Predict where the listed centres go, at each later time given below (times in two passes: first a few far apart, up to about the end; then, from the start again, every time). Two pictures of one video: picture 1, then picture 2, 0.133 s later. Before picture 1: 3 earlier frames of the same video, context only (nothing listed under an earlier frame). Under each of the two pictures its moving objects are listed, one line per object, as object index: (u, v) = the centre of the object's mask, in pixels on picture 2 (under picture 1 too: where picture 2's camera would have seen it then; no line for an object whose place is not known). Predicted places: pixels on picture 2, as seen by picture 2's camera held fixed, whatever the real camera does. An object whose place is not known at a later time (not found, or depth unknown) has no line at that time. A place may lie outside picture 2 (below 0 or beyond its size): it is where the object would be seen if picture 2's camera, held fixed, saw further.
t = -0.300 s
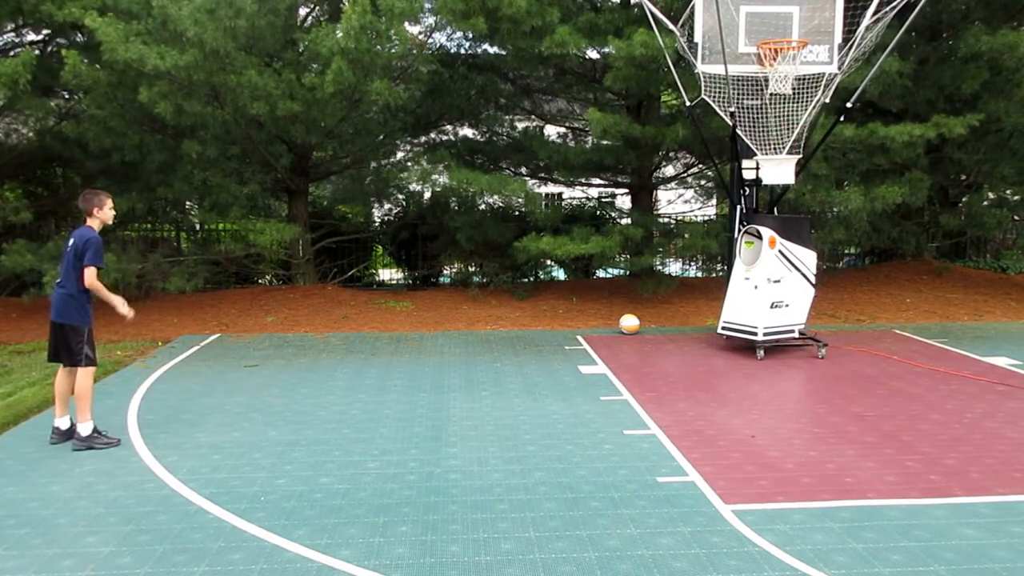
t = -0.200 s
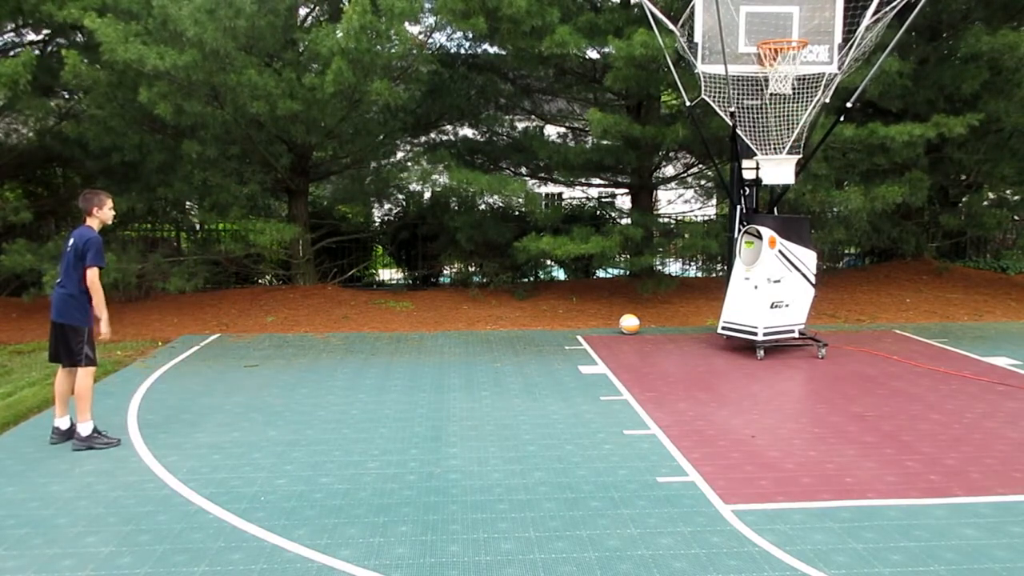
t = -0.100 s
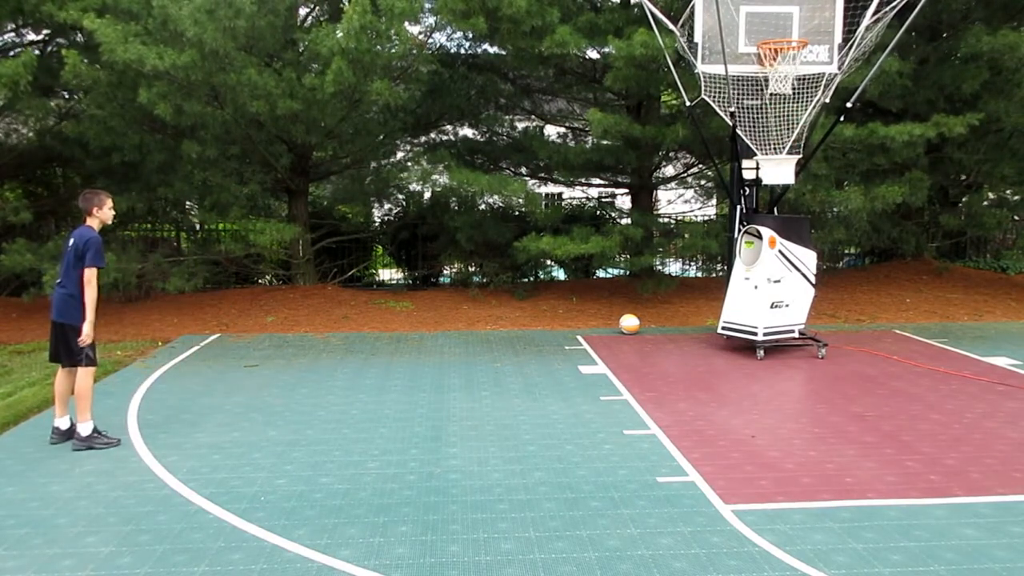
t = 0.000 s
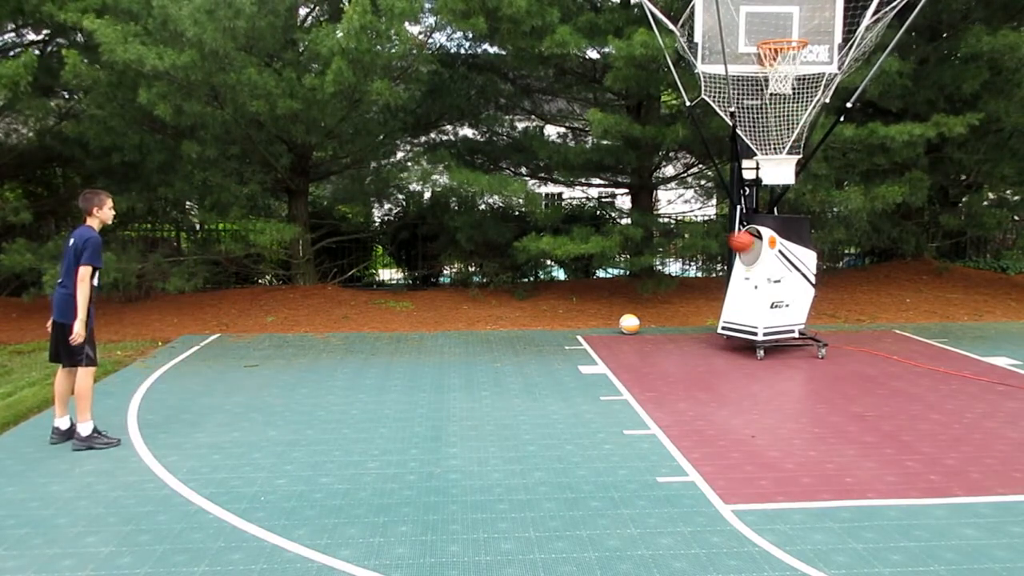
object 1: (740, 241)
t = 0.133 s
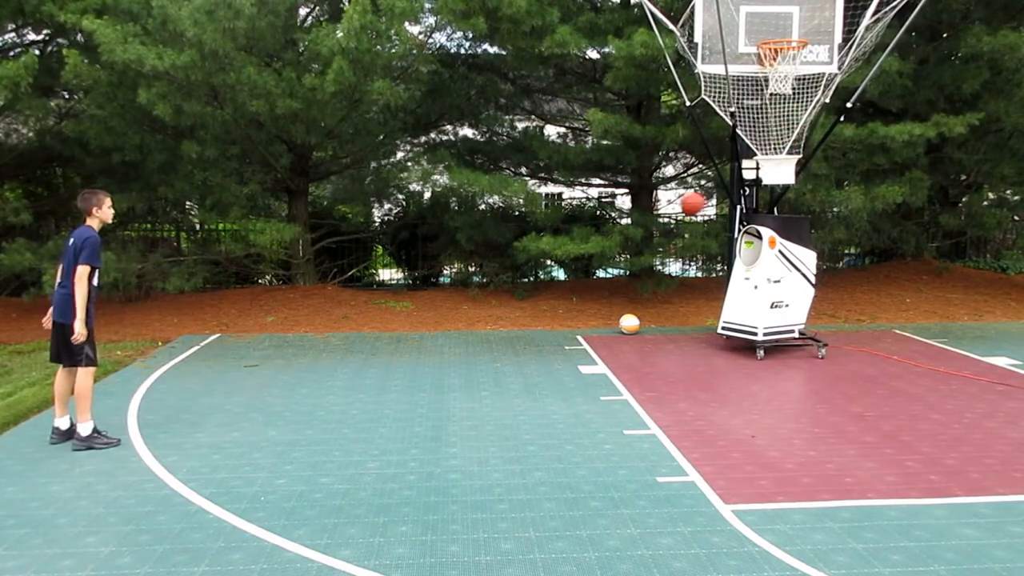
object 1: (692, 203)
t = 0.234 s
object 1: (650, 185)
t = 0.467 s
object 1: (545, 184)
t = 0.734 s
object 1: (405, 269)
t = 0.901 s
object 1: (305, 378)
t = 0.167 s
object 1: (679, 196)
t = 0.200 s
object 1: (665, 190)
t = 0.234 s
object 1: (650, 185)
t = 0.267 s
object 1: (638, 182)
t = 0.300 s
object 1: (624, 179)
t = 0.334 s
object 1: (609, 176)
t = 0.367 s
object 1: (594, 176)
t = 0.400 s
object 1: (578, 177)
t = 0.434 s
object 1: (562, 180)
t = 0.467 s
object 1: (545, 184)
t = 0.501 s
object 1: (529, 189)
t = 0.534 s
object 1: (513, 196)
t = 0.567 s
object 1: (495, 204)
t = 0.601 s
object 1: (477, 214)
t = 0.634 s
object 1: (459, 225)
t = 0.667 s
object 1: (441, 238)
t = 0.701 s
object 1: (422, 253)
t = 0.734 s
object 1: (405, 269)
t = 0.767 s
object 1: (384, 289)
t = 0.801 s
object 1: (366, 307)
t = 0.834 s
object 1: (345, 329)
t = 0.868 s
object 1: (325, 352)
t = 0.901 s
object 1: (305, 378)
